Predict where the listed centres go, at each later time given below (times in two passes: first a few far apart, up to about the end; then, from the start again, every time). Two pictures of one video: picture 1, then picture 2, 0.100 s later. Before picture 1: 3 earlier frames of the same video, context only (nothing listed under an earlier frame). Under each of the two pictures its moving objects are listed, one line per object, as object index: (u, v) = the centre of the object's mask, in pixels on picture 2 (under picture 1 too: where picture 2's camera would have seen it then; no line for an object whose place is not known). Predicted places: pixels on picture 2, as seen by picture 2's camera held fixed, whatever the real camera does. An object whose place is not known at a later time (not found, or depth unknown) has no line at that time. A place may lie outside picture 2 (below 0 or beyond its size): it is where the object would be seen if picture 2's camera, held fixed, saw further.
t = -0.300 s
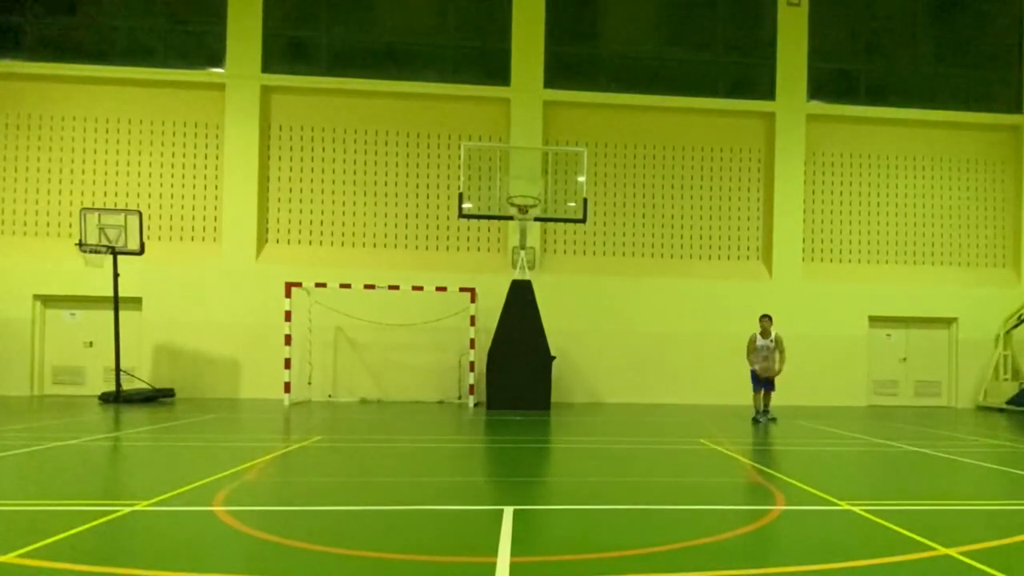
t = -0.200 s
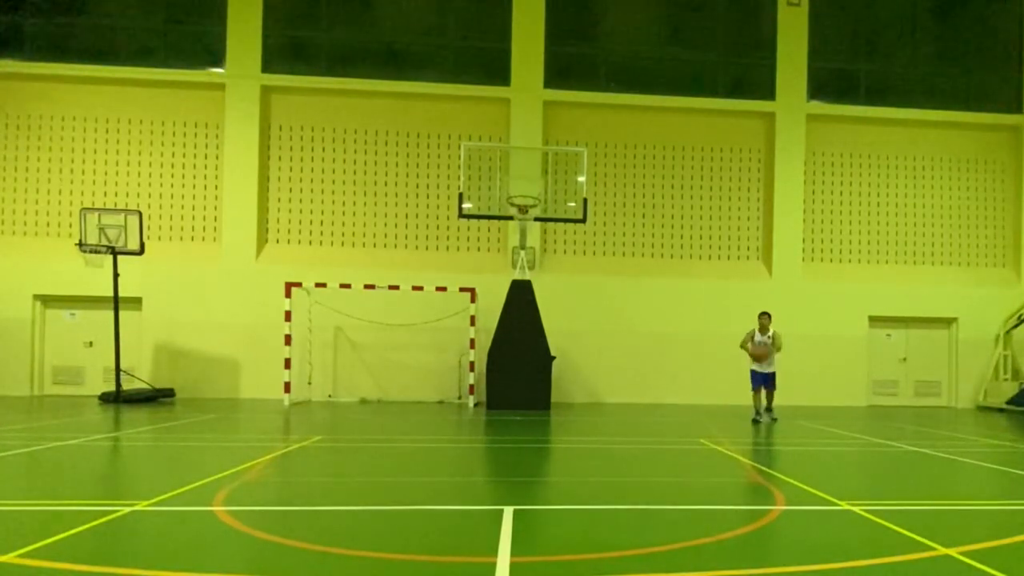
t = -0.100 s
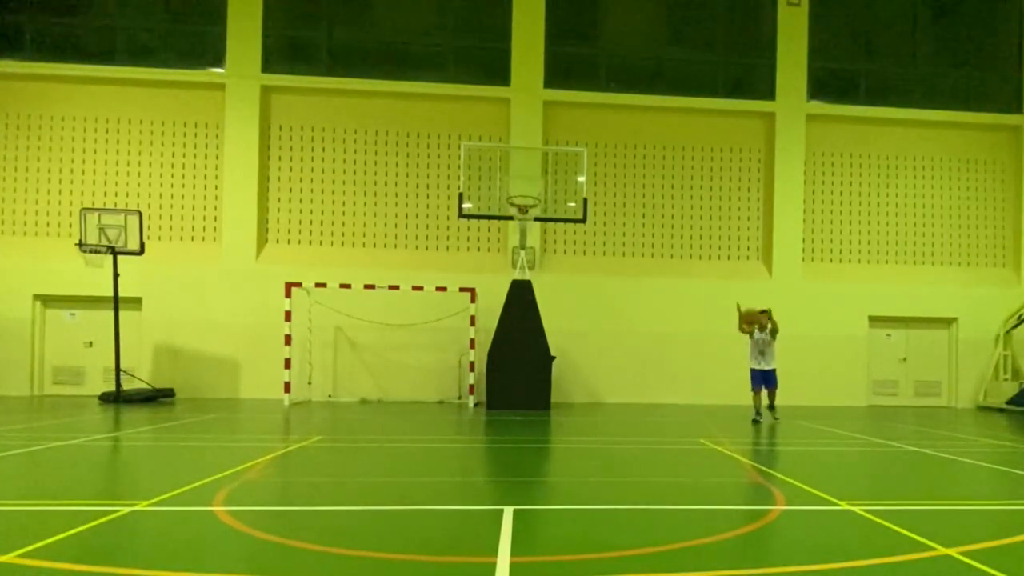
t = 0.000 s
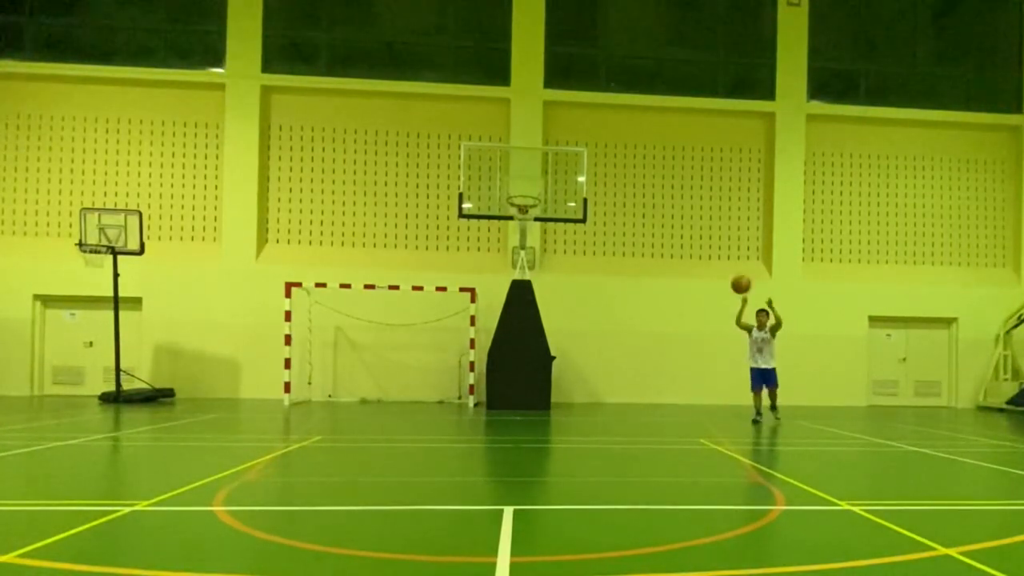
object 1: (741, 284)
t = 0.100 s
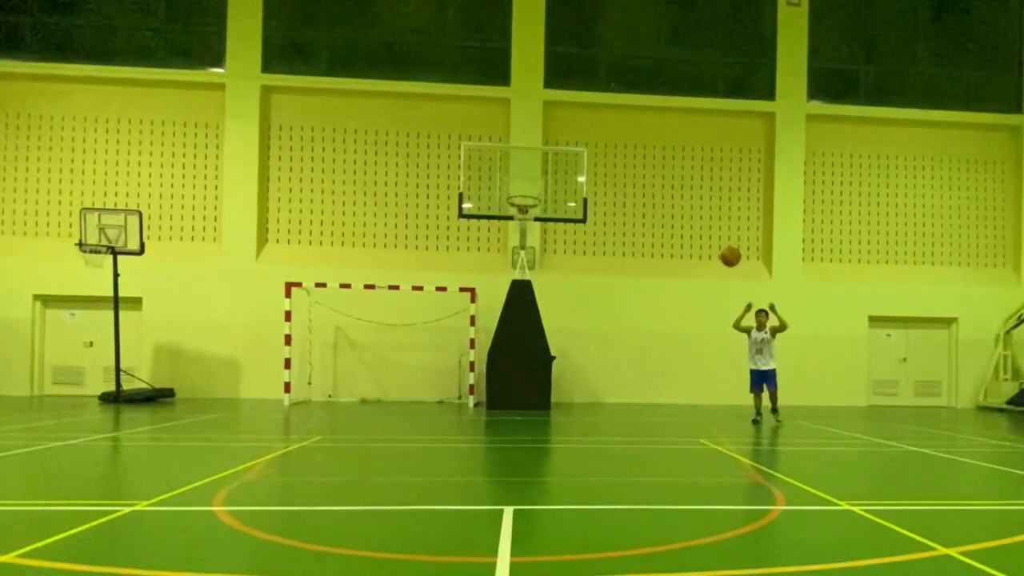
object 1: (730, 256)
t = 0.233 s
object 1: (715, 228)
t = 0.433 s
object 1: (687, 208)
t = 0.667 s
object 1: (644, 234)
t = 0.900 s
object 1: (583, 336)
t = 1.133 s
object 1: (521, 424)
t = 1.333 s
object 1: (513, 302)
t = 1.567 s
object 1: (502, 235)
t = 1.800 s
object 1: (488, 261)
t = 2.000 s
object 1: (473, 361)
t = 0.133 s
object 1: (727, 248)
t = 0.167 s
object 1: (723, 242)
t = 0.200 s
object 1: (719, 234)
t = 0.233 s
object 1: (715, 228)
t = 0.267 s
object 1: (710, 223)
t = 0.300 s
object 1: (706, 218)
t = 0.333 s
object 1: (701, 215)
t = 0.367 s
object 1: (697, 212)
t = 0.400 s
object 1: (692, 210)
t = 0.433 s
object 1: (687, 208)
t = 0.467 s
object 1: (681, 209)
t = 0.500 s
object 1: (676, 210)
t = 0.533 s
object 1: (670, 214)
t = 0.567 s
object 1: (663, 215)
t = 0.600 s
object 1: (657, 219)
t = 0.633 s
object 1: (651, 226)
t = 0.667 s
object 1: (644, 234)
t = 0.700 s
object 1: (636, 244)
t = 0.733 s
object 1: (628, 253)
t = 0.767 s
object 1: (620, 266)
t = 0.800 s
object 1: (612, 281)
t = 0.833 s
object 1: (603, 297)
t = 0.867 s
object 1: (593, 315)
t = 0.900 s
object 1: (583, 336)
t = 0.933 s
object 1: (573, 359)
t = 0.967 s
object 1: (560, 387)
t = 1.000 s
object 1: (548, 416)
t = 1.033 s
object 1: (535, 447)
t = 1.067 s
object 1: (523, 480)
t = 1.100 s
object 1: (522, 450)
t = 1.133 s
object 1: (521, 424)
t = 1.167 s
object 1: (519, 399)
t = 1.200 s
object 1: (518, 376)
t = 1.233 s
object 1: (517, 356)
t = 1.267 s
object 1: (515, 336)
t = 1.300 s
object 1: (514, 318)
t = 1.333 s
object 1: (513, 302)
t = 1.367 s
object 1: (511, 287)
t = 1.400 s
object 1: (510, 275)
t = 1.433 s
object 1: (507, 263)
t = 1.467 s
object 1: (507, 254)
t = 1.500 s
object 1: (505, 247)
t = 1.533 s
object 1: (504, 239)
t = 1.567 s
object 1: (502, 235)
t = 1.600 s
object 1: (500, 233)
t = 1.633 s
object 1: (498, 233)
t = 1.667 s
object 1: (497, 234)
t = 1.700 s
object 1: (494, 238)
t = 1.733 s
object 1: (493, 244)
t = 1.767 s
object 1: (490, 251)
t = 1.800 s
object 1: (488, 261)
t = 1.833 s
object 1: (486, 273)
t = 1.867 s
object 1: (483, 286)
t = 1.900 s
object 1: (480, 302)
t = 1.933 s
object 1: (478, 319)
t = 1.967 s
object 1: (475, 339)
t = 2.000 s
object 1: (473, 361)
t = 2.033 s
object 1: (470, 386)
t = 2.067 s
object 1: (467, 412)
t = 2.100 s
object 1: (464, 442)
